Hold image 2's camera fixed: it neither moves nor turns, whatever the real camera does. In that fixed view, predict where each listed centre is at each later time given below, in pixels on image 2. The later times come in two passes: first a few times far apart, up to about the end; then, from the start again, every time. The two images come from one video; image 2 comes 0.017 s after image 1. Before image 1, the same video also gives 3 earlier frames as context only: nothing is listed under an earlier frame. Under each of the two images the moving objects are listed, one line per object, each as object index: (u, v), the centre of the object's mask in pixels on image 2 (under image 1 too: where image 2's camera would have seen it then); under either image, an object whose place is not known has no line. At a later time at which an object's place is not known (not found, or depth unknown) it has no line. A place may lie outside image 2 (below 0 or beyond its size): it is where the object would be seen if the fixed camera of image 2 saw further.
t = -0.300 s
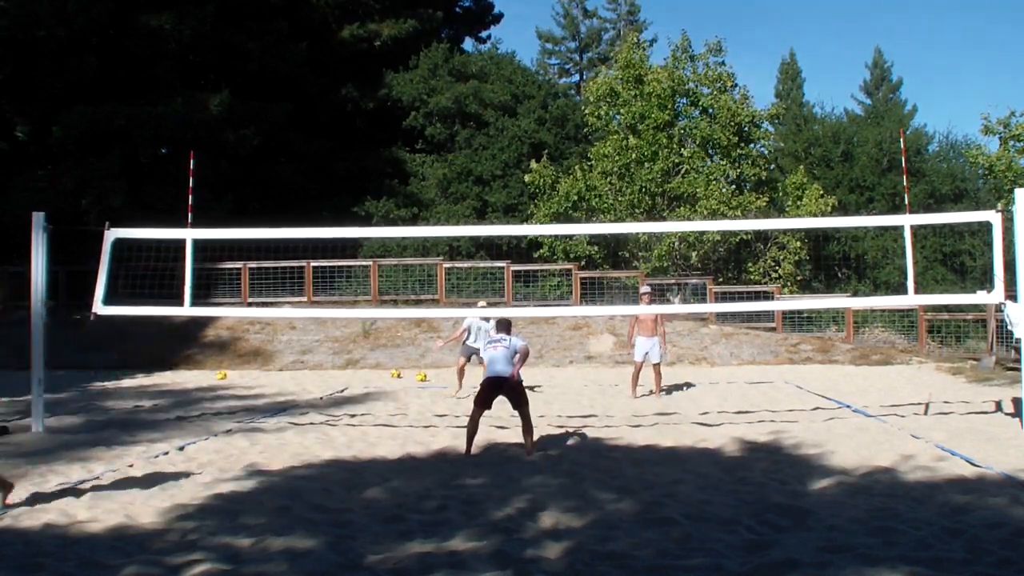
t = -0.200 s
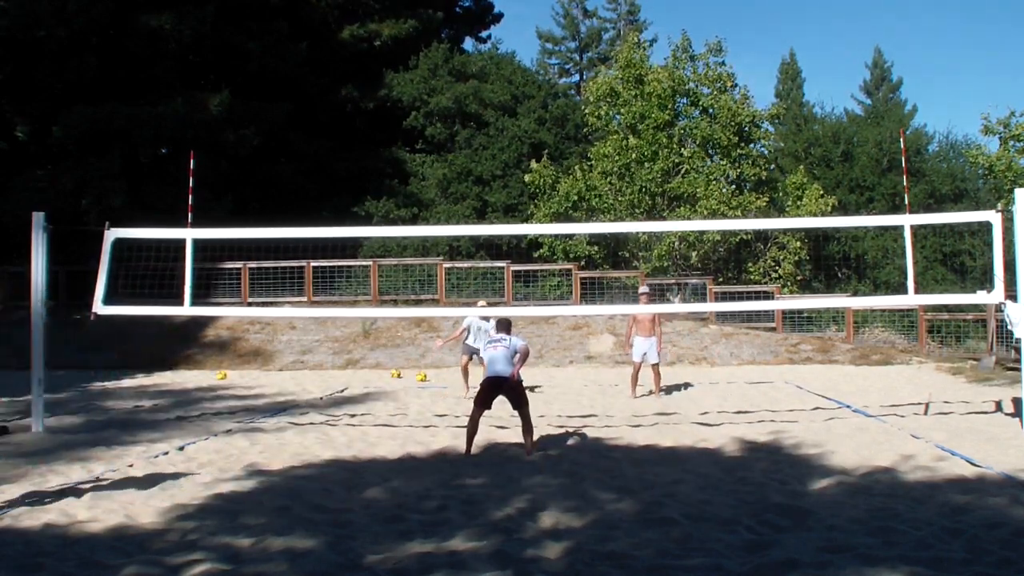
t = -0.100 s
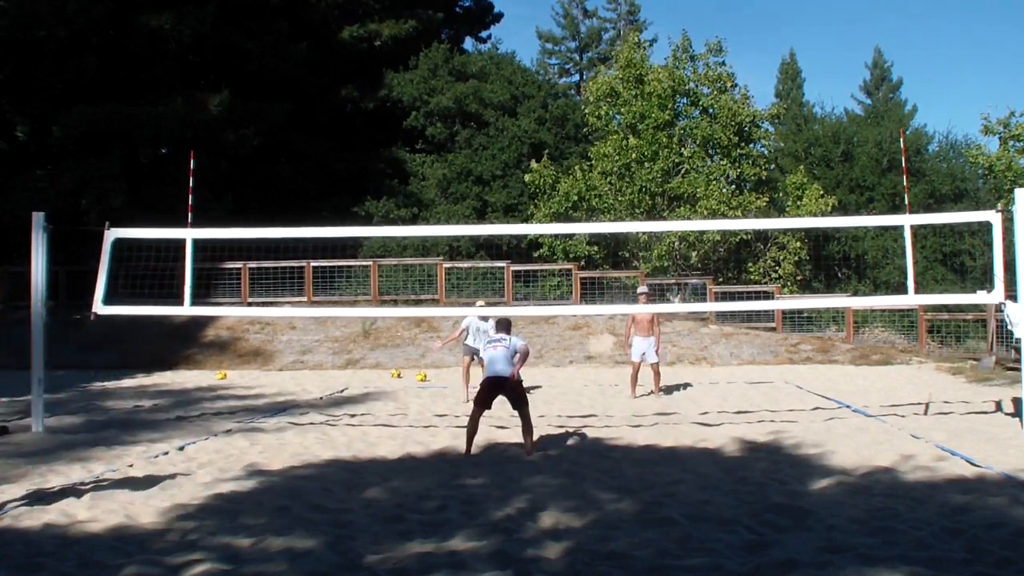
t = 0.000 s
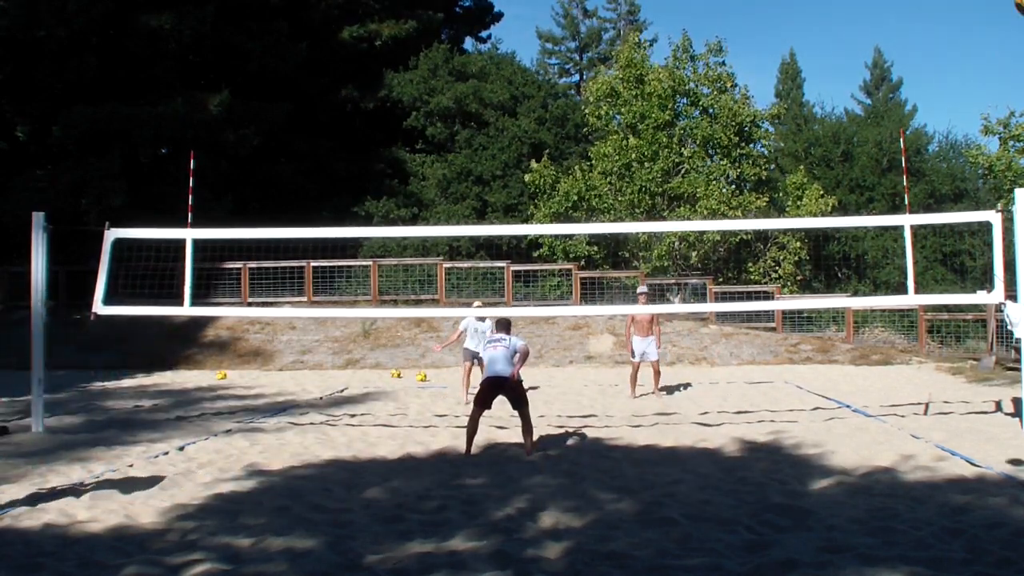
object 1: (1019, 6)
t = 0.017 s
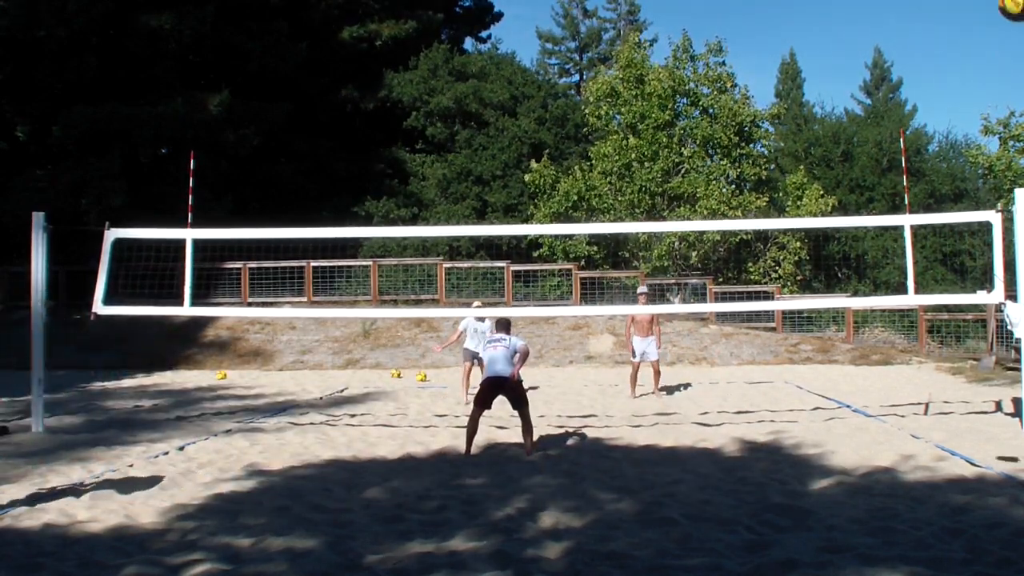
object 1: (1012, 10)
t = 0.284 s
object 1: (836, 90)
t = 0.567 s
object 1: (731, 223)
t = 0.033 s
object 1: (1003, 11)
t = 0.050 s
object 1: (988, 12)
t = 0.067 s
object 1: (974, 15)
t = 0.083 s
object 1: (960, 18)
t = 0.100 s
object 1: (947, 22)
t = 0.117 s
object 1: (935, 27)
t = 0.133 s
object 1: (922, 33)
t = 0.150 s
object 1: (911, 38)
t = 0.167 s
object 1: (901, 44)
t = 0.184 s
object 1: (890, 50)
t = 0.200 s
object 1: (880, 56)
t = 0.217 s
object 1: (871, 62)
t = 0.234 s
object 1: (862, 69)
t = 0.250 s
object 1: (854, 76)
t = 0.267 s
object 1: (845, 83)
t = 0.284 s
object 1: (836, 90)
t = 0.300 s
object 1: (829, 97)
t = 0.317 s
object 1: (821, 104)
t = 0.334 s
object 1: (814, 111)
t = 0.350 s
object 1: (806, 118)
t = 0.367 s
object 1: (800, 125)
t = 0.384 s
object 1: (793, 133)
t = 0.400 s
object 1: (787, 140)
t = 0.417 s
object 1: (780, 149)
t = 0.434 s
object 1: (774, 157)
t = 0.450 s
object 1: (769, 165)
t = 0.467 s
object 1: (763, 173)
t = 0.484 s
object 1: (757, 181)
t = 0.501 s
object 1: (752, 189)
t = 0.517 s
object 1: (746, 197)
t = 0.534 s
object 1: (741, 206)
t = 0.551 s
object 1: (736, 215)
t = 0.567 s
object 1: (731, 223)
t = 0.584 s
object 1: (726, 232)
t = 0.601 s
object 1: (722, 240)
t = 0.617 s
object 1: (717, 249)
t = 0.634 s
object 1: (713, 258)
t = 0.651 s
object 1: (709, 266)
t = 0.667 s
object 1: (704, 275)
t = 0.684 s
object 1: (700, 284)
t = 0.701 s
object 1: (696, 293)
